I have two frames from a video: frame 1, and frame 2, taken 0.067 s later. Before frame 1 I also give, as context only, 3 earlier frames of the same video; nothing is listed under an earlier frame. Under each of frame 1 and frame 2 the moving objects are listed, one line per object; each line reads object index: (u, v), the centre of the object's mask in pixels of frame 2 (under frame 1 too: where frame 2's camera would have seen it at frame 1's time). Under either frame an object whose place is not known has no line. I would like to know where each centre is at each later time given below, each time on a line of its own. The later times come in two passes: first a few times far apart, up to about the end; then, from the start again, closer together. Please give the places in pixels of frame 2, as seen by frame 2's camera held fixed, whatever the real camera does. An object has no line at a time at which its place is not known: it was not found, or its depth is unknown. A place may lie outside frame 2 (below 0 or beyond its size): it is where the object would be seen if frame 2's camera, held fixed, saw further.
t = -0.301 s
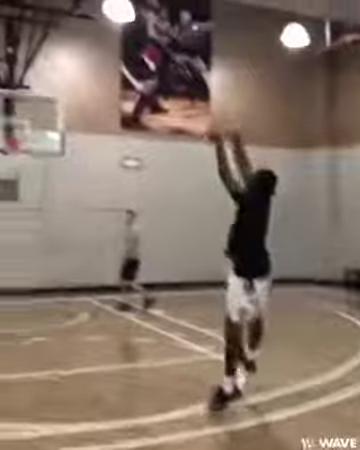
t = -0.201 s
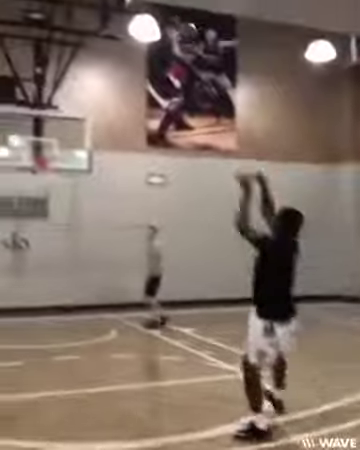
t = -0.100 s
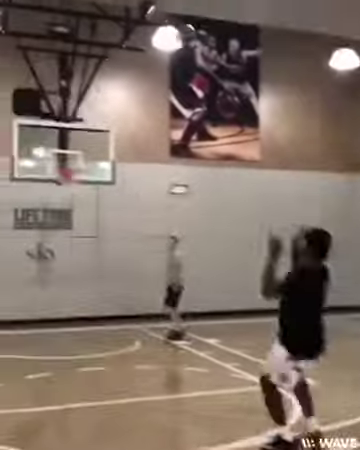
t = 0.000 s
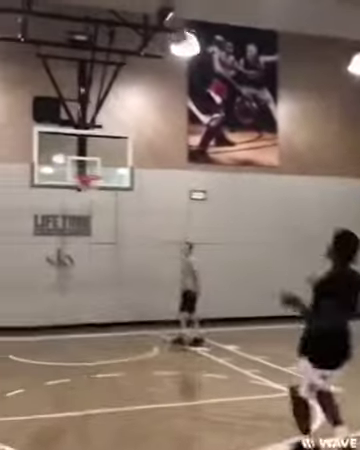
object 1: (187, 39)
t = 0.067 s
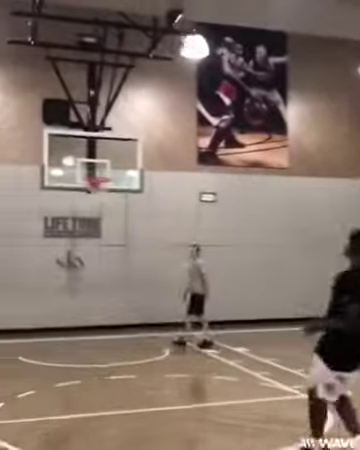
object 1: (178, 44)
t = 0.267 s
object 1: (142, 70)
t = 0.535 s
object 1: (109, 128)
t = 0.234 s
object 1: (150, 65)
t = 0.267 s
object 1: (142, 70)
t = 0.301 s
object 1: (137, 77)
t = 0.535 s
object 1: (109, 128)
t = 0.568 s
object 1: (105, 138)
